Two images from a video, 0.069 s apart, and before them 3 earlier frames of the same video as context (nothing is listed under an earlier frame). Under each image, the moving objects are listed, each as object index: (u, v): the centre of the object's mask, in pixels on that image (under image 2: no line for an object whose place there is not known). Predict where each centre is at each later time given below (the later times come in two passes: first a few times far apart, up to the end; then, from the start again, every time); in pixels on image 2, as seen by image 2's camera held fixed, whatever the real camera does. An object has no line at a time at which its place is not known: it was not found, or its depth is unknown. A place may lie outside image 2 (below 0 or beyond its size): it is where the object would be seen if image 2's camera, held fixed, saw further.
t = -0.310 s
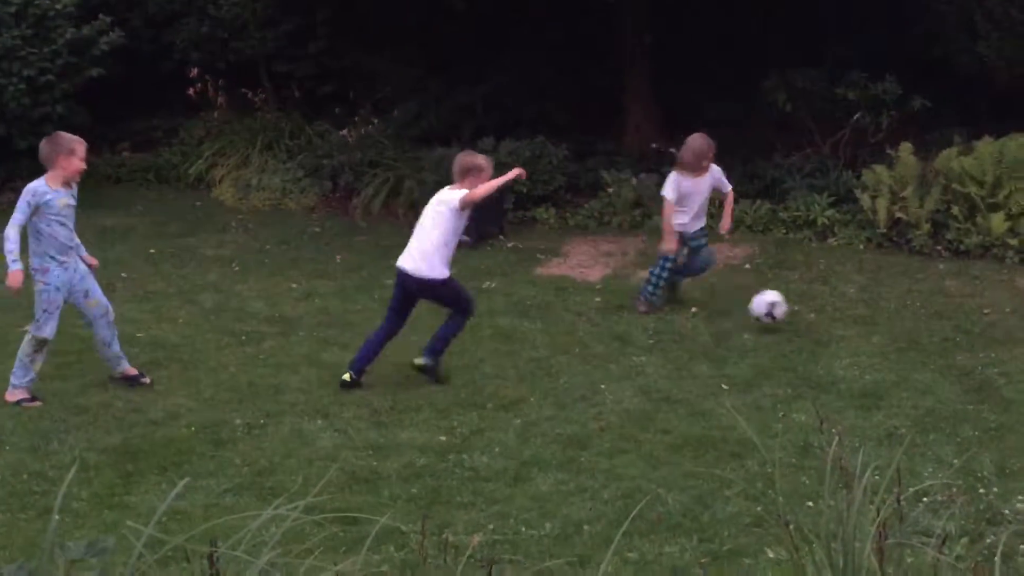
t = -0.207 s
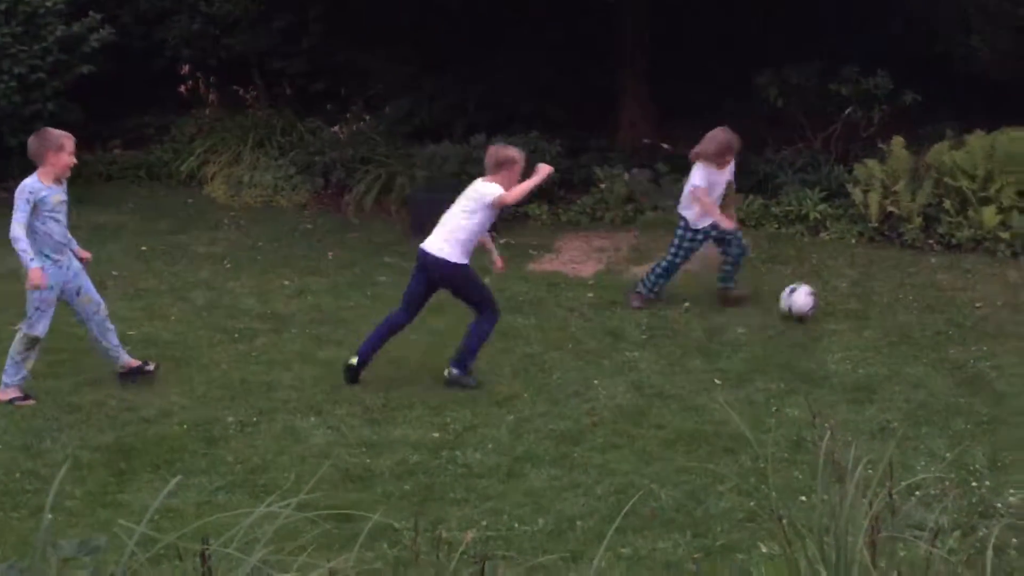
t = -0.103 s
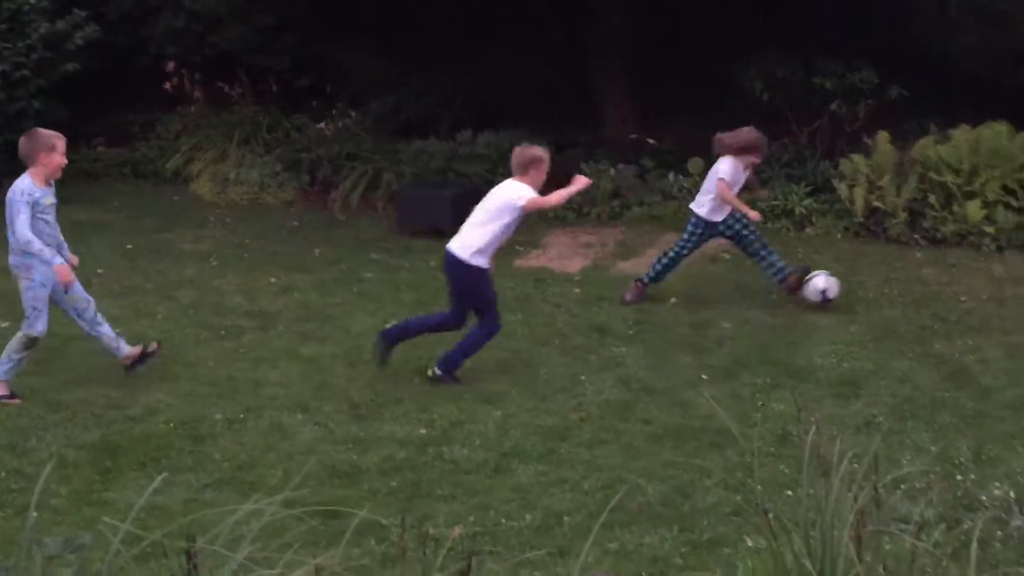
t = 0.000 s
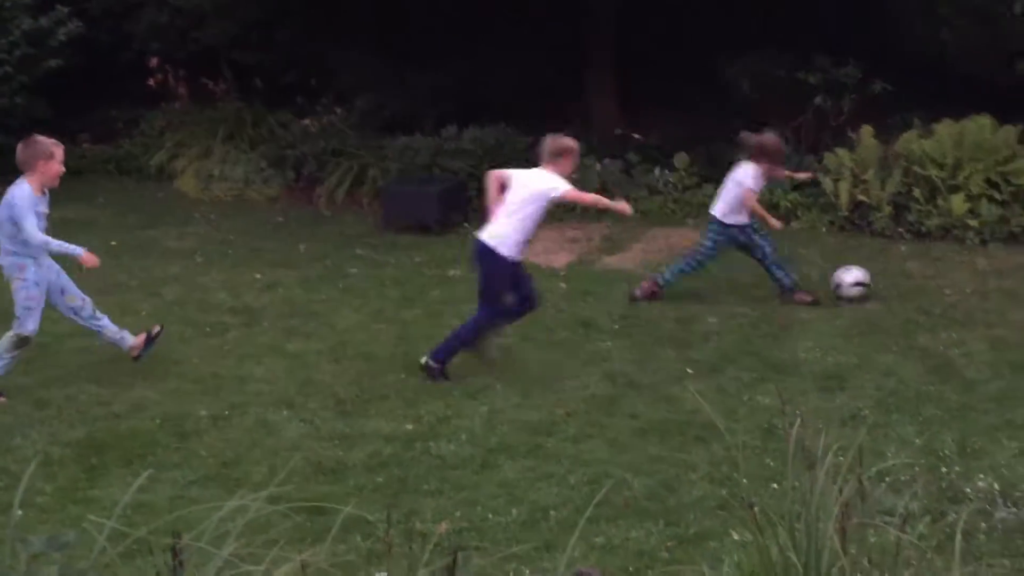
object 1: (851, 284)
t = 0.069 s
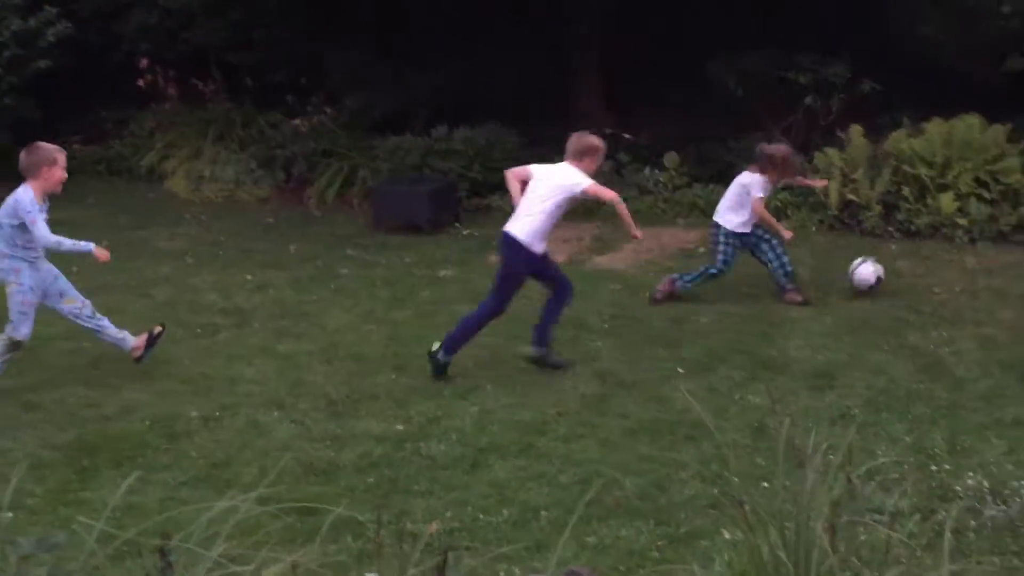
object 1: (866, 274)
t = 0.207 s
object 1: (916, 277)
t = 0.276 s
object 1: (939, 273)
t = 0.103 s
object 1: (878, 272)
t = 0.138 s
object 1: (891, 271)
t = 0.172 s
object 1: (903, 275)
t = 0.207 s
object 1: (916, 277)
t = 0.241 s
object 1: (928, 275)
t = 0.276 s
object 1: (939, 273)
